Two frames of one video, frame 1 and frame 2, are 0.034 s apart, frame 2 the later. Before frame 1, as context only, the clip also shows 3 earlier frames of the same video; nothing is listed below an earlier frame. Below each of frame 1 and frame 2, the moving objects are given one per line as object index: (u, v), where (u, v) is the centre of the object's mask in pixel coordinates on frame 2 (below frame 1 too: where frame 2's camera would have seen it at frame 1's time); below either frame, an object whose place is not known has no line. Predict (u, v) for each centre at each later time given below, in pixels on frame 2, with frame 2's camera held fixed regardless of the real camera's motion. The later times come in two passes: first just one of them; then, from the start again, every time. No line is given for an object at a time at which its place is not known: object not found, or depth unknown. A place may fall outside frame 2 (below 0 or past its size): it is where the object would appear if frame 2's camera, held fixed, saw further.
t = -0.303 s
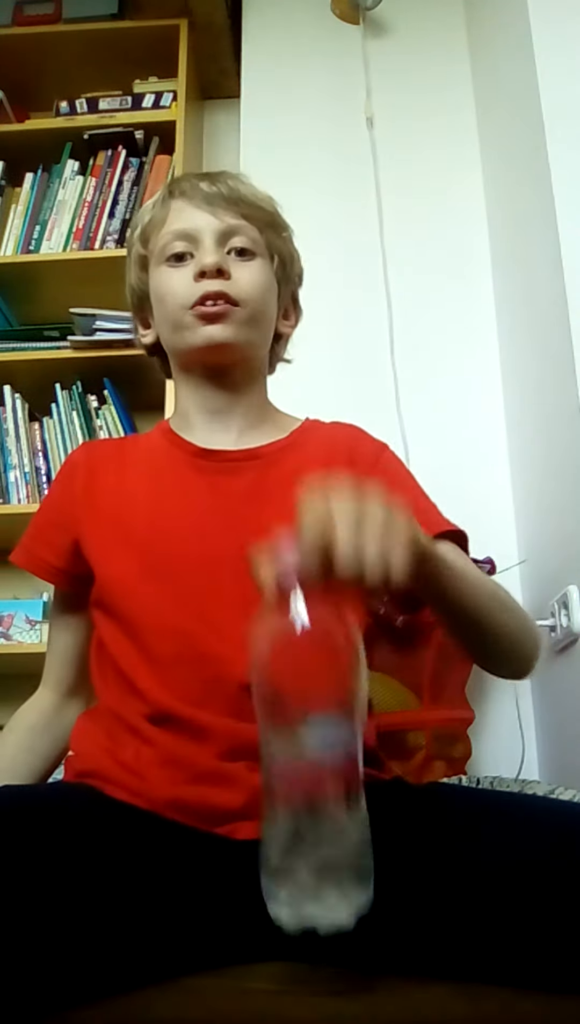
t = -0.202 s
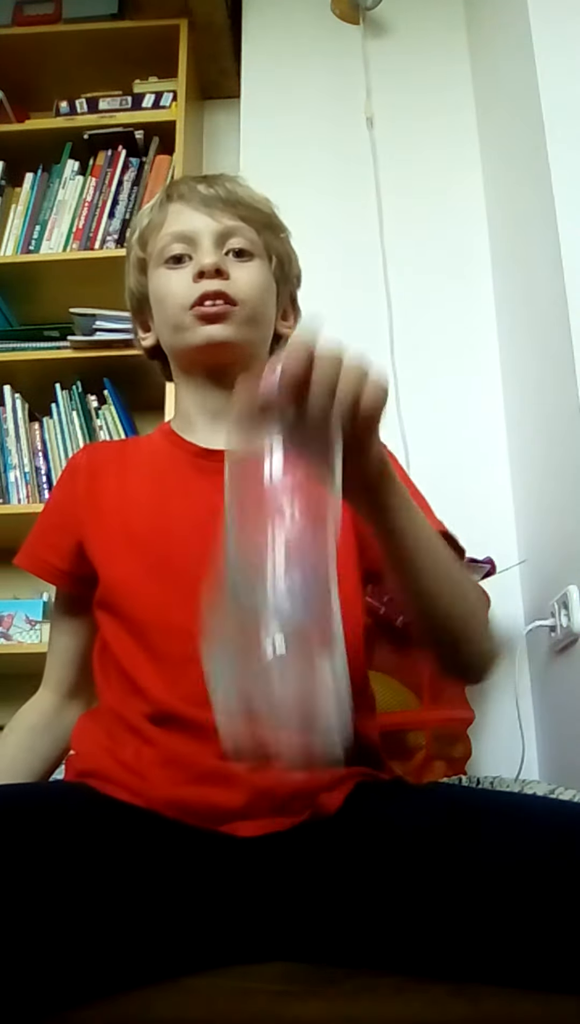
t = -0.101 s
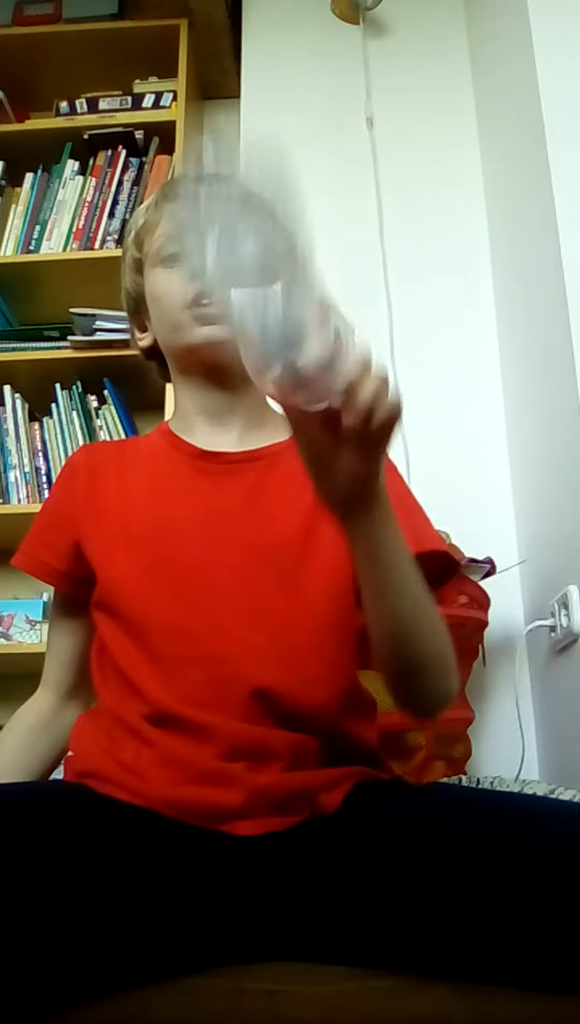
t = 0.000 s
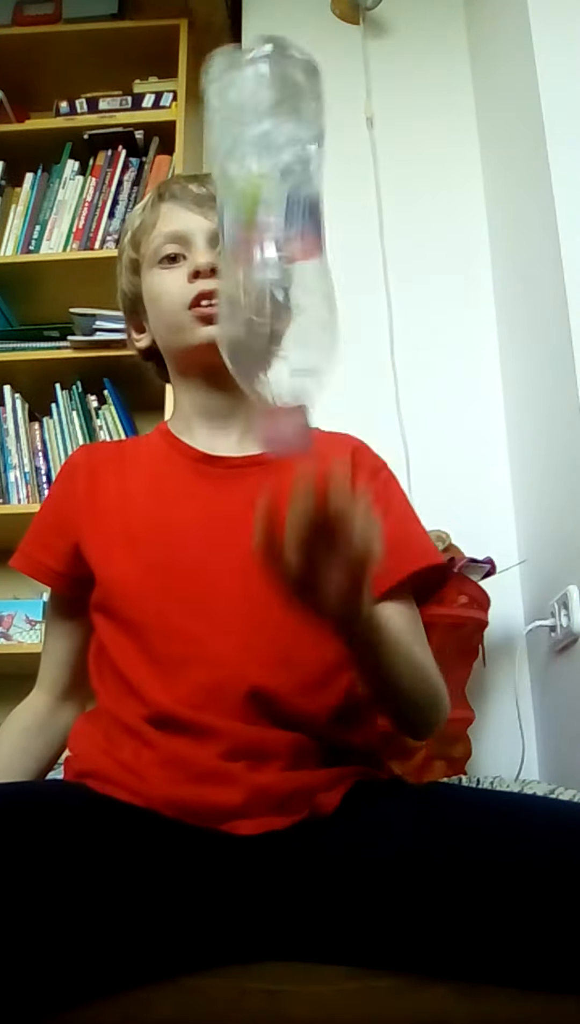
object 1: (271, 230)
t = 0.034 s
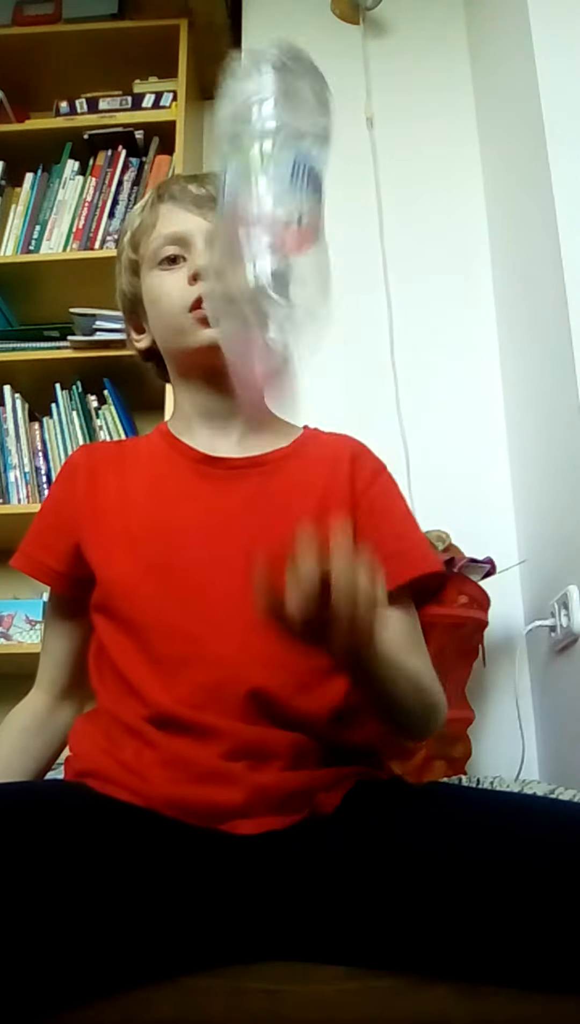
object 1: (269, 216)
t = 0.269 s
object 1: (329, 499)
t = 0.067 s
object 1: (274, 181)
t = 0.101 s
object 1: (260, 168)
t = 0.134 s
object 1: (267, 162)
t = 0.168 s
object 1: (281, 195)
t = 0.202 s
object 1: (297, 253)
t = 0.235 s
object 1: (315, 377)
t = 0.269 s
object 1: (329, 499)
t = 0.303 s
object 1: (340, 653)
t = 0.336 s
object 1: (357, 793)
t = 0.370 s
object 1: (368, 857)
